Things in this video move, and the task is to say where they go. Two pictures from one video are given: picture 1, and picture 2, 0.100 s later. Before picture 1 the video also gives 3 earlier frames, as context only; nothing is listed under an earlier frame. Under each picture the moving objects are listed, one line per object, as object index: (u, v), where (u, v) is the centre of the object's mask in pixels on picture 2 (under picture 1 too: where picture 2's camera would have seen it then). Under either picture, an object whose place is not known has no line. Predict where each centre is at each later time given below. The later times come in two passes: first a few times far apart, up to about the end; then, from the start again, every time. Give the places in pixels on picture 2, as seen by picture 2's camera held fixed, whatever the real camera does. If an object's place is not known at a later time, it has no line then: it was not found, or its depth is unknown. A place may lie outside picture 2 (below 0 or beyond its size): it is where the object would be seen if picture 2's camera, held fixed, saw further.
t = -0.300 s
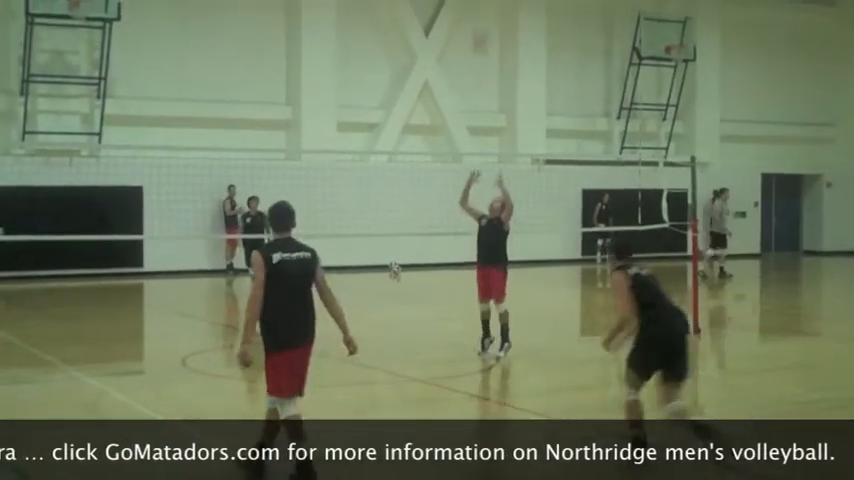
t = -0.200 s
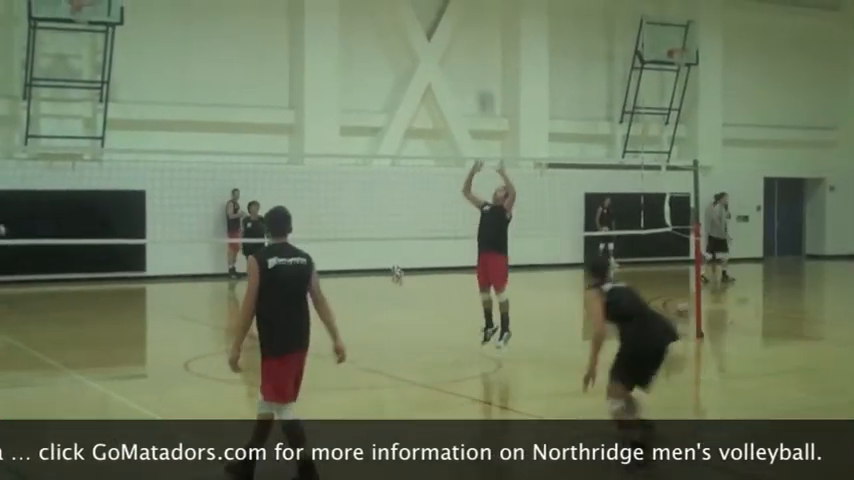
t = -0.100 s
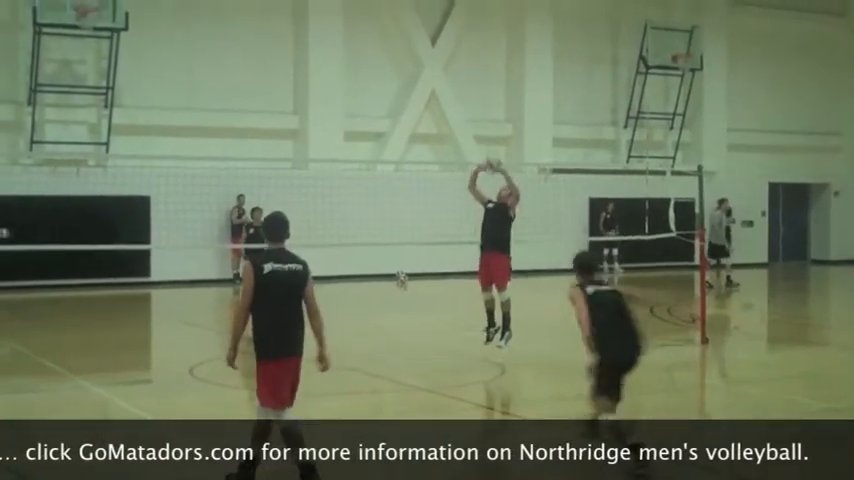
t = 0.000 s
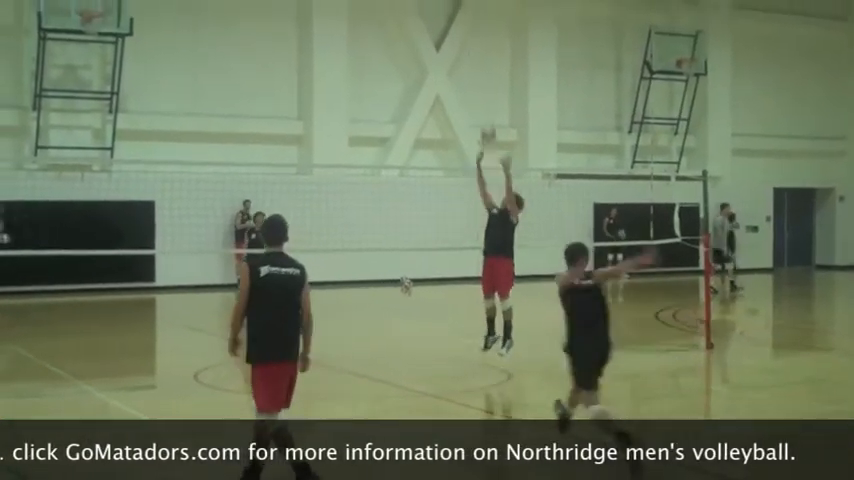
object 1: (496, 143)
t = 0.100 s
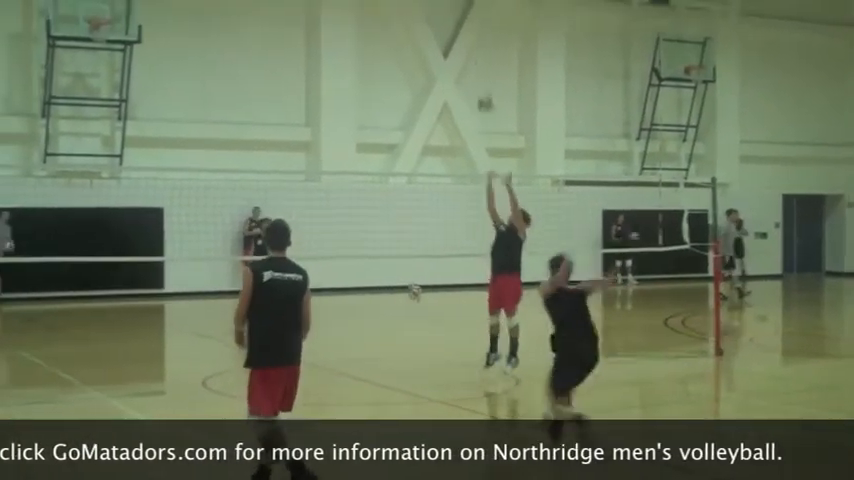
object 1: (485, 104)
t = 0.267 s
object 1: (467, 55)
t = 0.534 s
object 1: (436, 25)
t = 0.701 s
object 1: (416, 40)
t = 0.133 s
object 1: (481, 92)
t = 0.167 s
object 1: (478, 82)
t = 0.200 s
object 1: (474, 71)
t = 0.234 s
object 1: (470, 64)
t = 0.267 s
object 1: (467, 55)
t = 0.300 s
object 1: (463, 49)
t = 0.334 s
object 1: (459, 41)
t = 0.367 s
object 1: (456, 35)
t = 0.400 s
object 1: (452, 32)
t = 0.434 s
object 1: (449, 29)
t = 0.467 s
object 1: (444, 26)
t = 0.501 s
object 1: (440, 25)
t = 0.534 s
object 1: (436, 25)
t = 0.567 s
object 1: (432, 25)
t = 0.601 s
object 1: (428, 27)
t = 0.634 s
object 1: (424, 30)
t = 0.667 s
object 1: (420, 35)
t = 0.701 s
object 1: (416, 40)
